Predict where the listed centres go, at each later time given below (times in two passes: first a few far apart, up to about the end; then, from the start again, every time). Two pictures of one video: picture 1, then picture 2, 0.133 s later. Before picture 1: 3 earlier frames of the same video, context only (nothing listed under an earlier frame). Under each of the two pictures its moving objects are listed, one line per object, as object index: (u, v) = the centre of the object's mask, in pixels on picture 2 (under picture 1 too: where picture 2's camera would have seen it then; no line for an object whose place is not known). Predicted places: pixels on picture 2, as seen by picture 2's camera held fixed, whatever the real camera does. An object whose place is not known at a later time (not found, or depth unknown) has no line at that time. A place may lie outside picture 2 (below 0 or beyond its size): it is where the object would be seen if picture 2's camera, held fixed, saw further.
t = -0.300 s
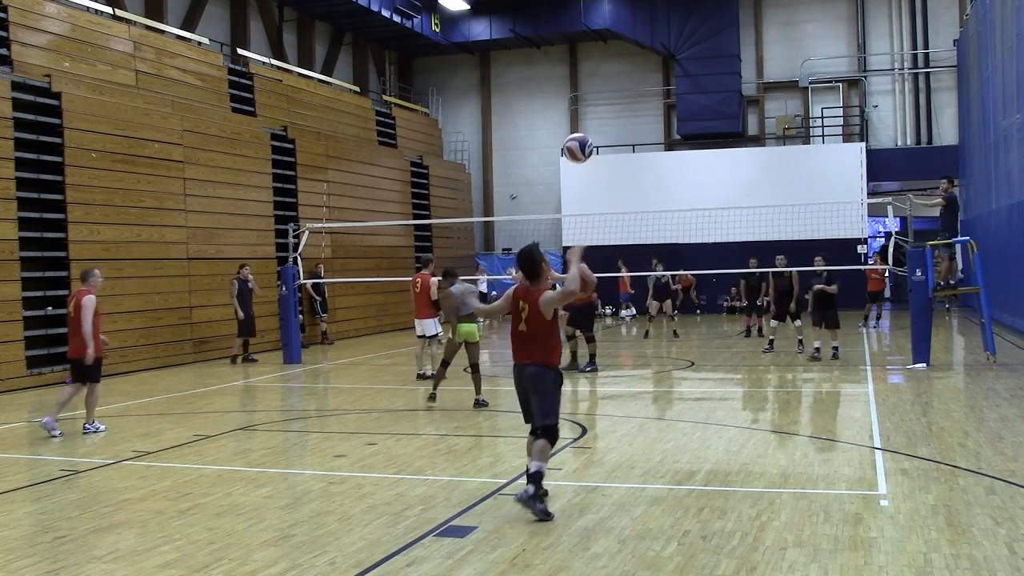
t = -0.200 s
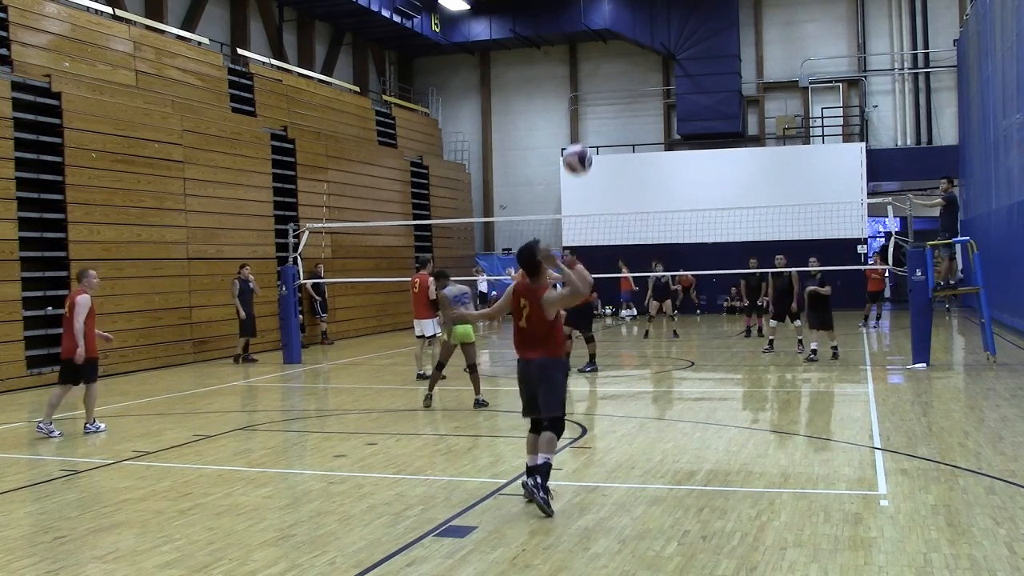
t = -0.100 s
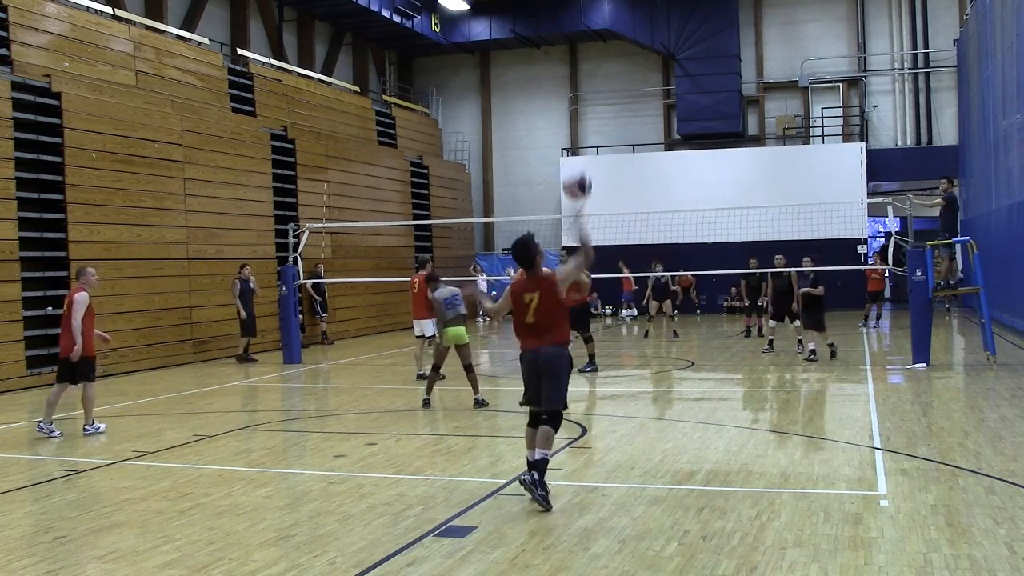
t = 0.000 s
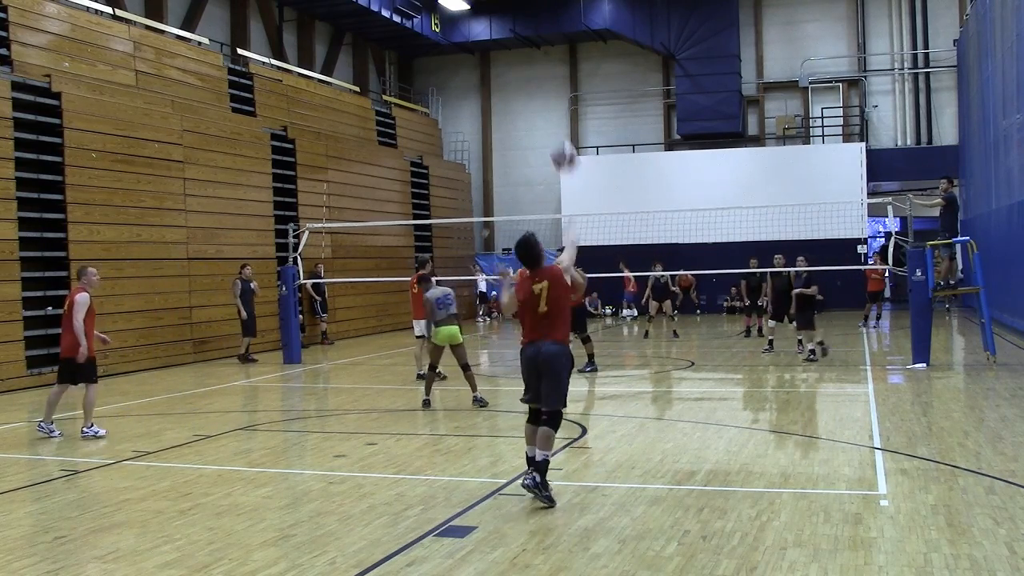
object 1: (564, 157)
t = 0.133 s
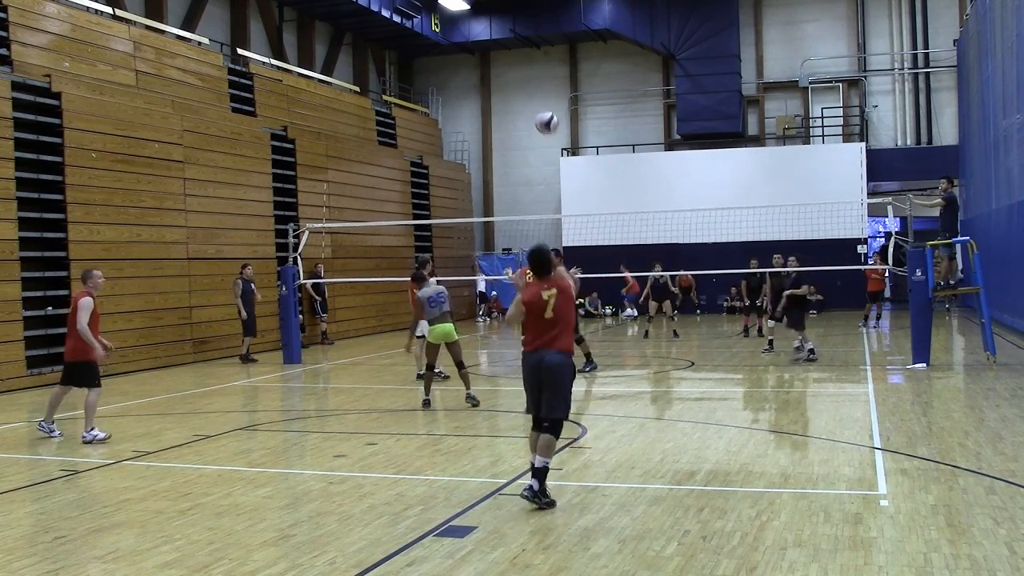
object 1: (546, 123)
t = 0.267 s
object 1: (535, 117)
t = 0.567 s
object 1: (520, 156)
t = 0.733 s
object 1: (515, 197)
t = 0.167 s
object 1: (543, 119)
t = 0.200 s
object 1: (540, 117)
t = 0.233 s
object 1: (538, 116)
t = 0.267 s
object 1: (535, 117)
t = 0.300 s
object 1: (534, 118)
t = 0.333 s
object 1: (531, 120)
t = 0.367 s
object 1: (529, 123)
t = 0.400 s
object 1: (527, 126)
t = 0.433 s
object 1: (526, 131)
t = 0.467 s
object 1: (525, 136)
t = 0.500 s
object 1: (523, 142)
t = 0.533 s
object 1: (522, 149)
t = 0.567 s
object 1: (520, 156)
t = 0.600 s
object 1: (520, 163)
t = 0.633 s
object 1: (519, 172)
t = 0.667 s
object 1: (517, 181)
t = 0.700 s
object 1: (517, 188)
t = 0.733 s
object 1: (515, 197)
